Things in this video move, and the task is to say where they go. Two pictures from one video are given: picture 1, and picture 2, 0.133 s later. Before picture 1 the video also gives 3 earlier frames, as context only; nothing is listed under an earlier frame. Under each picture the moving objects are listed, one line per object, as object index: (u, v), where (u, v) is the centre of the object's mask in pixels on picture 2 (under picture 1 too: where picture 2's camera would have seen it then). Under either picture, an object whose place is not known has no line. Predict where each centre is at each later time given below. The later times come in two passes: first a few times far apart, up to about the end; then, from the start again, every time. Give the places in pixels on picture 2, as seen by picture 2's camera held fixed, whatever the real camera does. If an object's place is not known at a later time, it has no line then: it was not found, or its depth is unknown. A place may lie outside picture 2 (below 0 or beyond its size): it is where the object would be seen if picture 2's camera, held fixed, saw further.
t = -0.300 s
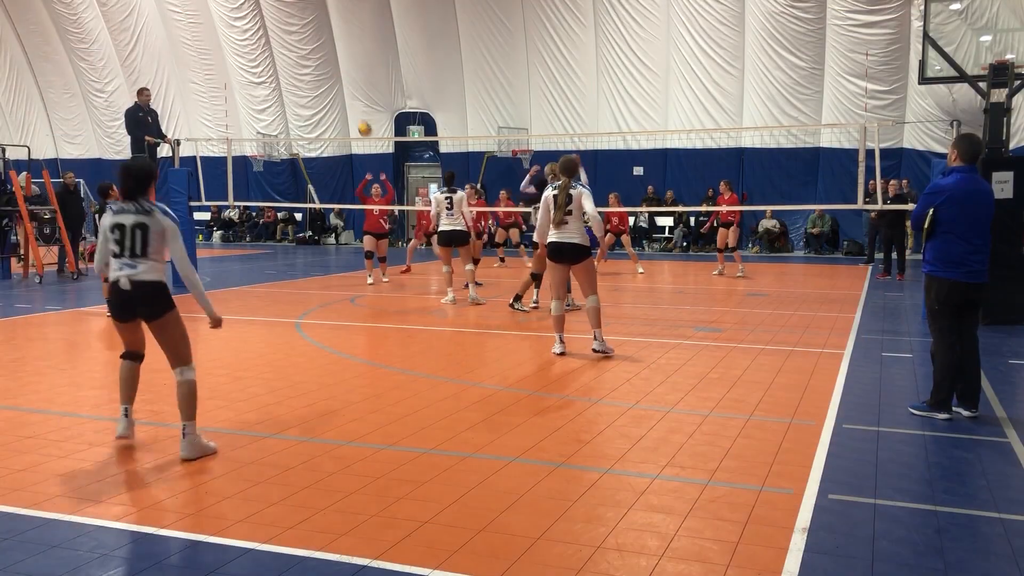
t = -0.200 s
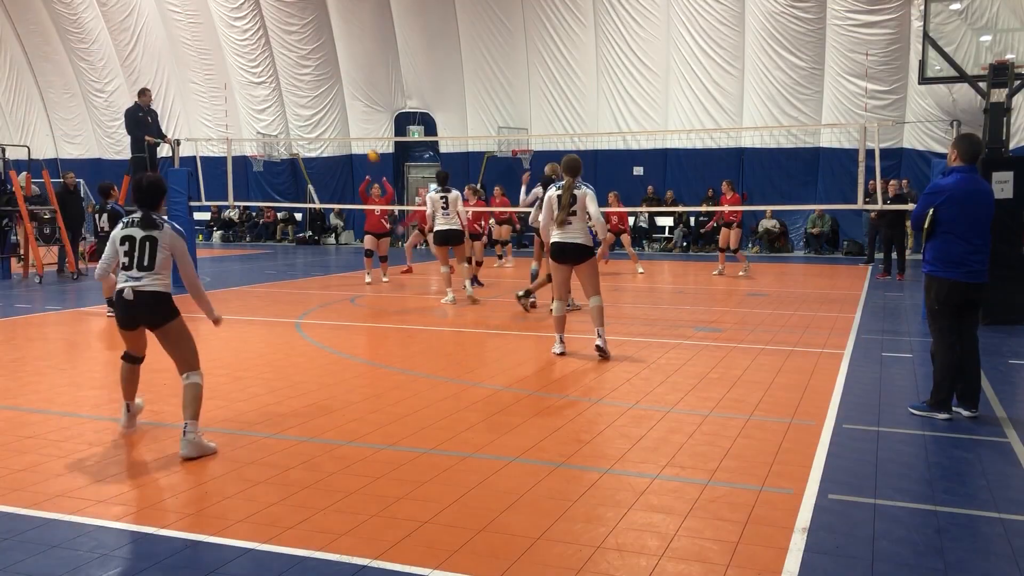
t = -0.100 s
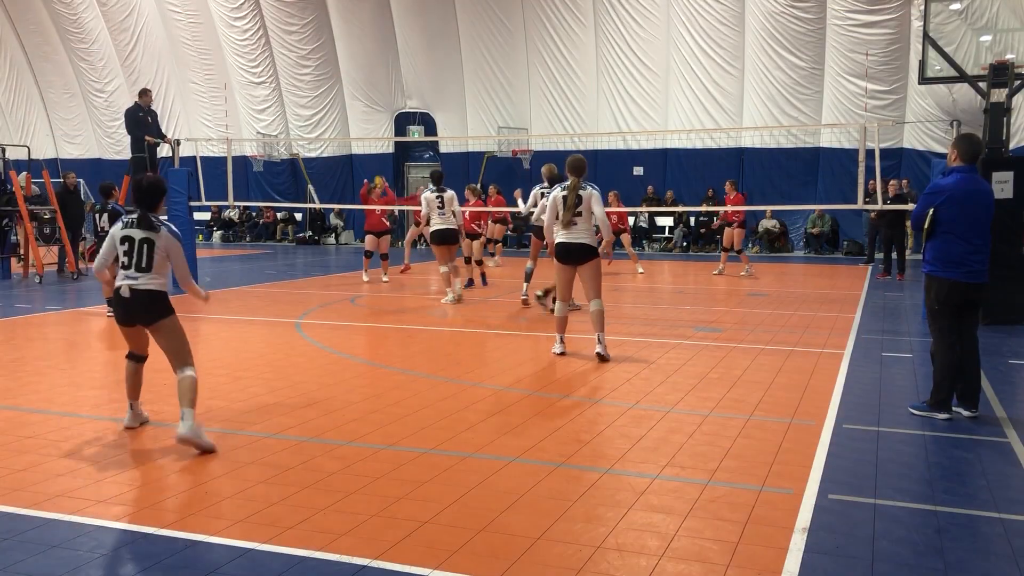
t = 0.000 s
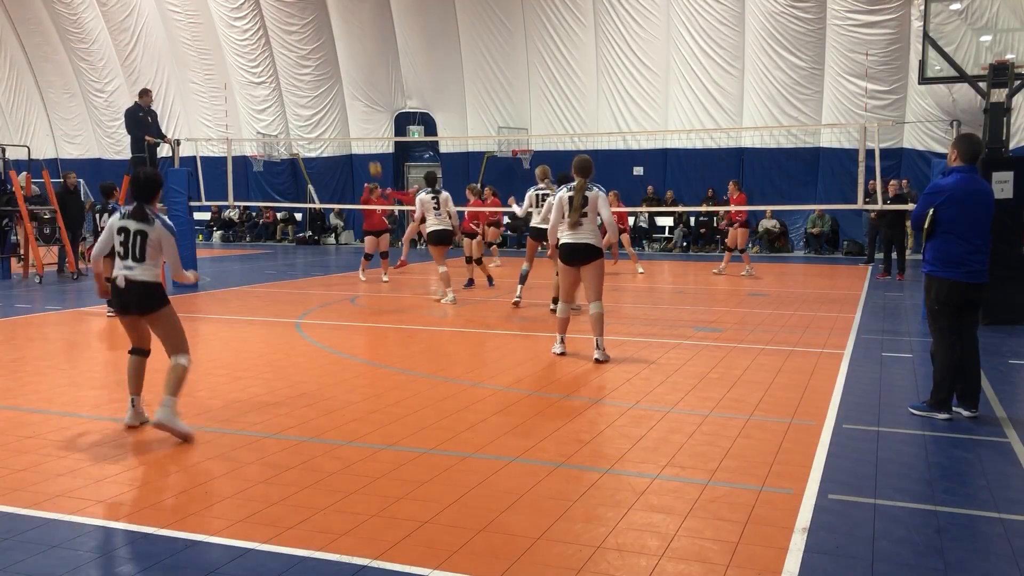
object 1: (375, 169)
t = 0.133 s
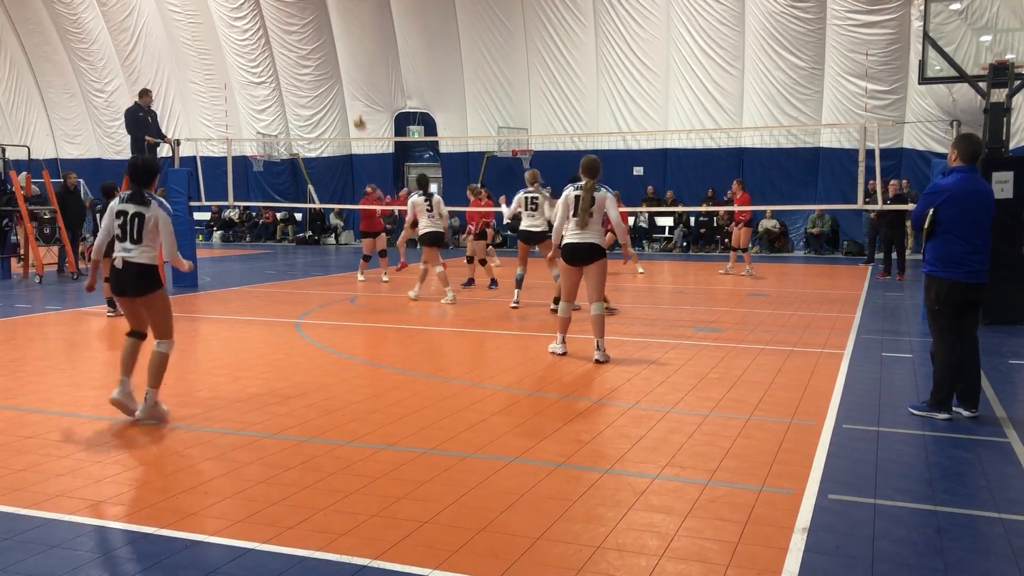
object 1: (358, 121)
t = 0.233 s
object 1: (348, 93)
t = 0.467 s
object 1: (318, 40)
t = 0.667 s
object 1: (289, 22)
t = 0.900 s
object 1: (255, 33)
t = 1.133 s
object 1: (218, 91)
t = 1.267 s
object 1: (196, 147)
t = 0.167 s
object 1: (355, 111)
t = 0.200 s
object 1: (351, 102)
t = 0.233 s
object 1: (348, 93)
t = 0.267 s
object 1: (343, 82)
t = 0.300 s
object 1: (339, 75)
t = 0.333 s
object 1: (335, 67)
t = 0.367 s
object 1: (329, 59)
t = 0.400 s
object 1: (326, 52)
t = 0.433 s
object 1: (320, 45)
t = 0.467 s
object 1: (318, 40)
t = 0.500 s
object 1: (313, 36)
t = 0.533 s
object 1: (308, 32)
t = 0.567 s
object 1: (303, 28)
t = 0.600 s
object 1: (299, 25)
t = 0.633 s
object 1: (294, 23)
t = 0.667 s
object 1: (289, 22)
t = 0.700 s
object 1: (284, 21)
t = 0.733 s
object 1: (280, 21)
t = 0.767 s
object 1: (275, 22)
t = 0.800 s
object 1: (270, 23)
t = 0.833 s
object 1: (266, 25)
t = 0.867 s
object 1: (260, 29)
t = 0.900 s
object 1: (255, 33)
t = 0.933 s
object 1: (249, 37)
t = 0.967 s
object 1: (244, 44)
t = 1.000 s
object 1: (239, 51)
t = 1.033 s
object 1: (234, 59)
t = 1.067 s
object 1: (229, 69)
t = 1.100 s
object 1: (223, 78)
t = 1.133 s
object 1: (218, 91)
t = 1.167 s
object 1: (213, 102)
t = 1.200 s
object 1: (207, 117)
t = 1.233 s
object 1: (203, 131)
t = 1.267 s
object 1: (196, 147)
